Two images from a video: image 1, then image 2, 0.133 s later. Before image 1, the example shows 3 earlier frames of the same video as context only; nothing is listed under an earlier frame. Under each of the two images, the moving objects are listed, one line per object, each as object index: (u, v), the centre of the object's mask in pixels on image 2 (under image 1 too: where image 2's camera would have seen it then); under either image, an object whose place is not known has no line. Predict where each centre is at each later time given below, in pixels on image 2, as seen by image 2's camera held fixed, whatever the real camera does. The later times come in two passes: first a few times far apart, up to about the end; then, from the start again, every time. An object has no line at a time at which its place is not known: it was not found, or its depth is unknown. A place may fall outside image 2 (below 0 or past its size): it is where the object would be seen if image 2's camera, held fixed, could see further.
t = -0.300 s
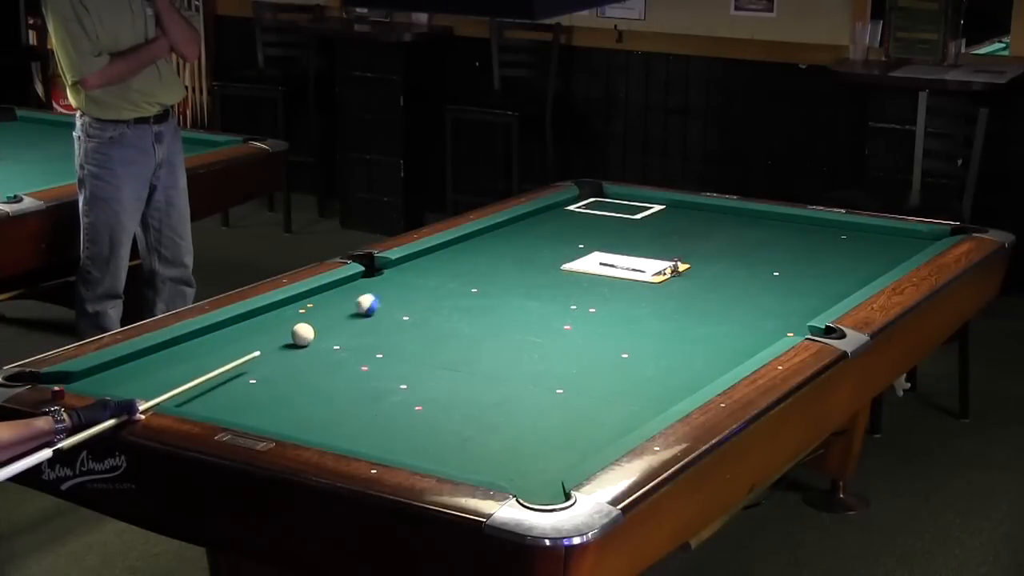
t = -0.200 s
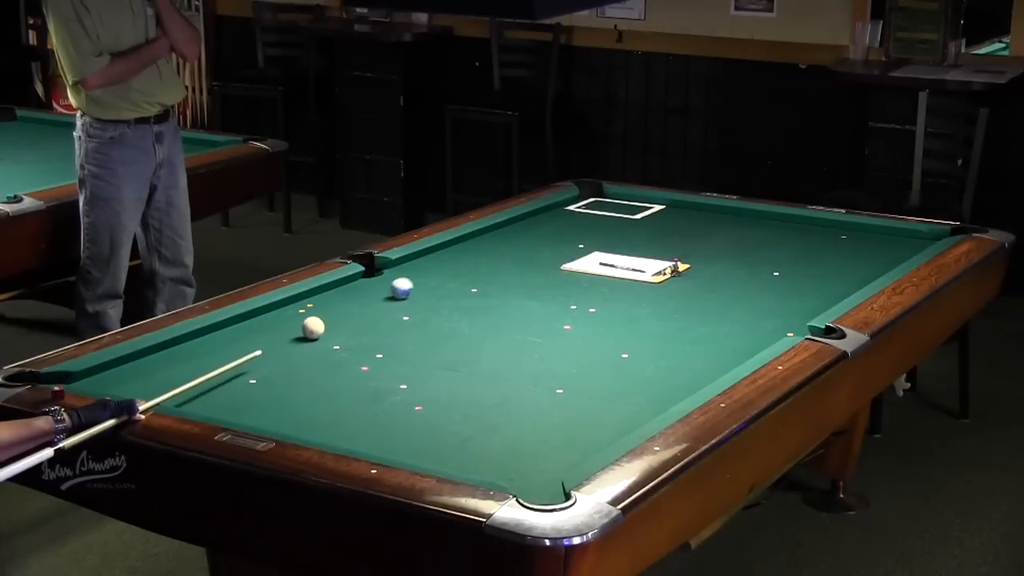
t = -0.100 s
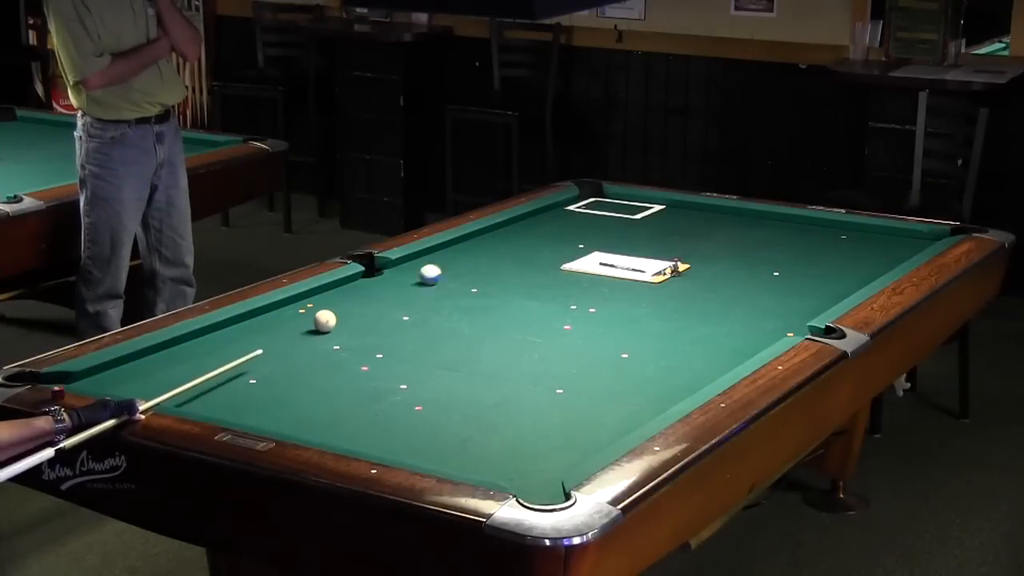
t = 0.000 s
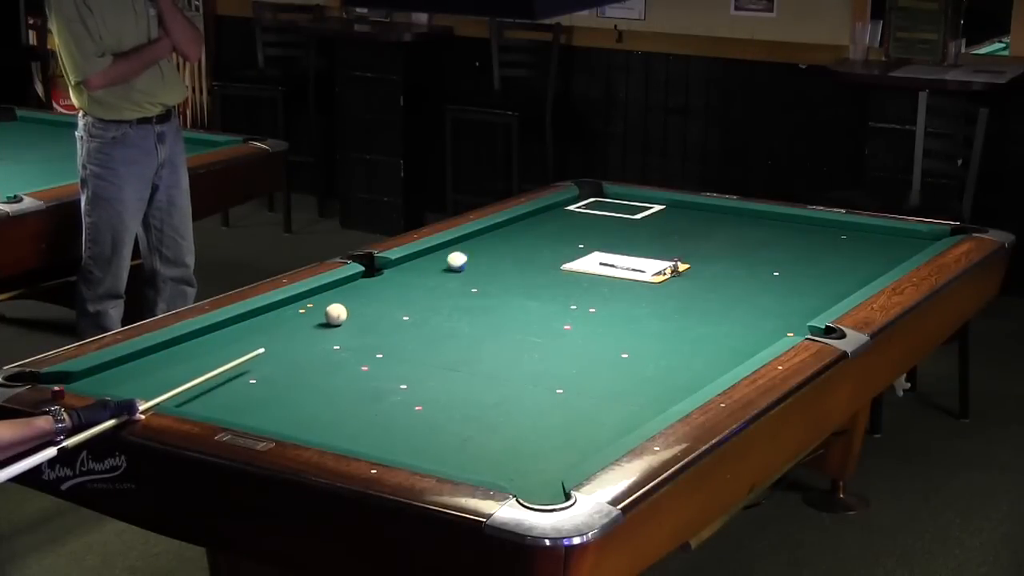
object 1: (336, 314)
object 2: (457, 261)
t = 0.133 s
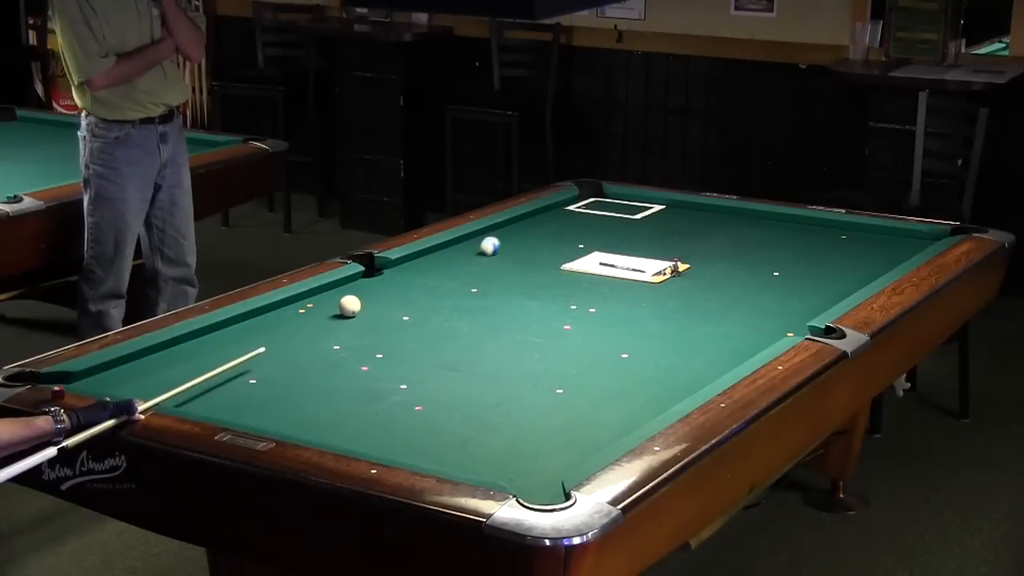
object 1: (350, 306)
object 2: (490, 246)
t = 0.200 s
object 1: (356, 301)
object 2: (505, 238)
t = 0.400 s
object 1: (375, 290)
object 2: (548, 217)
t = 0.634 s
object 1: (395, 278)
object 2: (592, 196)
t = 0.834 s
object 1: (411, 269)
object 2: (590, 195)
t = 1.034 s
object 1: (425, 260)
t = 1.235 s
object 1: (438, 252)
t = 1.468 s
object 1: (452, 243)
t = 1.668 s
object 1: (470, 239)
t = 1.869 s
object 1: (485, 234)
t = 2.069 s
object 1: (500, 231)
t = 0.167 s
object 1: (353, 304)
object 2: (497, 241)
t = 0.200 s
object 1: (356, 301)
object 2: (505, 238)
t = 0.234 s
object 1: (360, 300)
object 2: (513, 234)
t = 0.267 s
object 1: (363, 298)
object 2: (520, 231)
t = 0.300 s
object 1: (366, 296)
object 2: (527, 228)
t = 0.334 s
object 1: (369, 294)
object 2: (534, 224)
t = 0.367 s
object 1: (372, 292)
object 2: (541, 220)
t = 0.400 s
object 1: (375, 290)
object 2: (548, 217)
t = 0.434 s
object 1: (378, 288)
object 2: (554, 213)
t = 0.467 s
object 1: (381, 287)
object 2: (560, 211)
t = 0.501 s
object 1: (384, 285)
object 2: (567, 207)
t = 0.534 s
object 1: (387, 283)
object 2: (574, 204)
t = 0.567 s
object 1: (390, 281)
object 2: (580, 202)
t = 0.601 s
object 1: (392, 280)
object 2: (586, 198)
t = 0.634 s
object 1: (395, 278)
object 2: (592, 196)
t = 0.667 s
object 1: (398, 277)
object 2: (598, 193)
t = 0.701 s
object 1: (400, 275)
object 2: (599, 191)
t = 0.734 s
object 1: (403, 273)
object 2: (591, 190)
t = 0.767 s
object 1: (406, 272)
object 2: (586, 191)
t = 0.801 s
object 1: (408, 270)
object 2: (588, 193)
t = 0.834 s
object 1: (411, 269)
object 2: (590, 195)
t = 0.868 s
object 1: (413, 267)
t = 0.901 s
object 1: (416, 266)
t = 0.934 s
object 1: (418, 264)
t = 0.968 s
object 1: (421, 263)
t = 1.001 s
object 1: (423, 261)
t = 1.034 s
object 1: (425, 260)
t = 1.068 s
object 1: (427, 259)
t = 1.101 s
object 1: (430, 257)
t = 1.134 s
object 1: (432, 256)
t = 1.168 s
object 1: (434, 255)
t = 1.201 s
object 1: (436, 253)
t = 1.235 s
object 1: (438, 252)
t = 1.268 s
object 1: (441, 251)
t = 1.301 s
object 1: (443, 249)
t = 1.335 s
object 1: (445, 248)
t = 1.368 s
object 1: (447, 247)
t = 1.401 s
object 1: (449, 246)
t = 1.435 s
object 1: (451, 244)
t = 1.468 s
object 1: (452, 243)
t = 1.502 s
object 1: (455, 242)
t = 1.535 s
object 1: (458, 242)
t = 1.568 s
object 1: (461, 241)
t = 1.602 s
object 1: (464, 240)
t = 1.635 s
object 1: (467, 239)
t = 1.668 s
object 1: (470, 239)
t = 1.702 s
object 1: (472, 238)
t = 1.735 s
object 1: (475, 237)
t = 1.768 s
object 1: (477, 237)
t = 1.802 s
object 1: (480, 236)
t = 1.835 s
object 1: (483, 235)
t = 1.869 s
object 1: (485, 234)
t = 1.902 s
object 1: (488, 234)
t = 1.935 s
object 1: (490, 233)
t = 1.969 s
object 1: (493, 233)
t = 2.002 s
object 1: (495, 232)
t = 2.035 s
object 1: (498, 231)
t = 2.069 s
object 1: (500, 231)
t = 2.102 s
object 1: (502, 230)
